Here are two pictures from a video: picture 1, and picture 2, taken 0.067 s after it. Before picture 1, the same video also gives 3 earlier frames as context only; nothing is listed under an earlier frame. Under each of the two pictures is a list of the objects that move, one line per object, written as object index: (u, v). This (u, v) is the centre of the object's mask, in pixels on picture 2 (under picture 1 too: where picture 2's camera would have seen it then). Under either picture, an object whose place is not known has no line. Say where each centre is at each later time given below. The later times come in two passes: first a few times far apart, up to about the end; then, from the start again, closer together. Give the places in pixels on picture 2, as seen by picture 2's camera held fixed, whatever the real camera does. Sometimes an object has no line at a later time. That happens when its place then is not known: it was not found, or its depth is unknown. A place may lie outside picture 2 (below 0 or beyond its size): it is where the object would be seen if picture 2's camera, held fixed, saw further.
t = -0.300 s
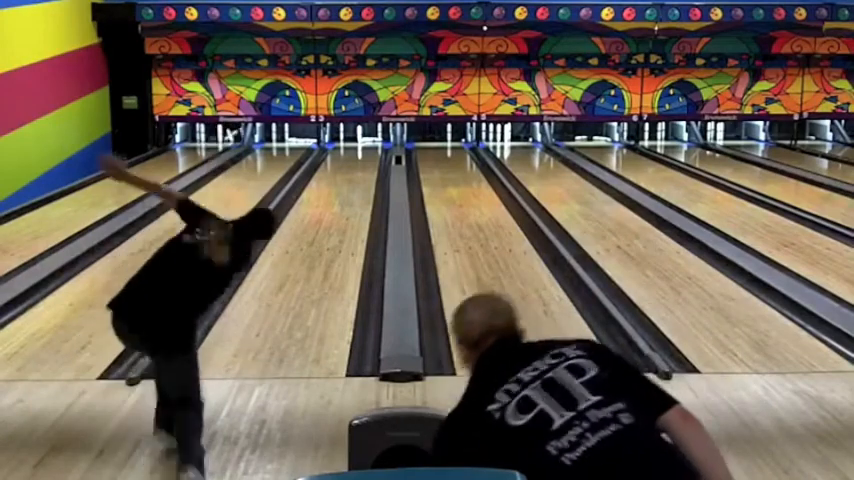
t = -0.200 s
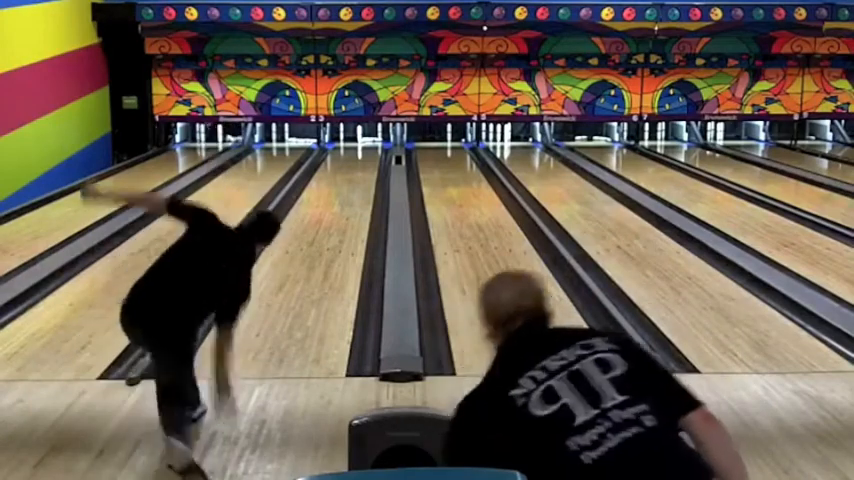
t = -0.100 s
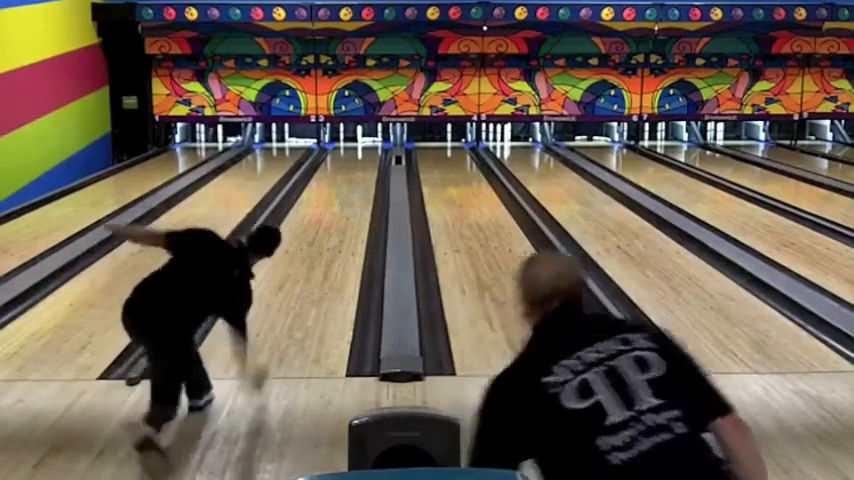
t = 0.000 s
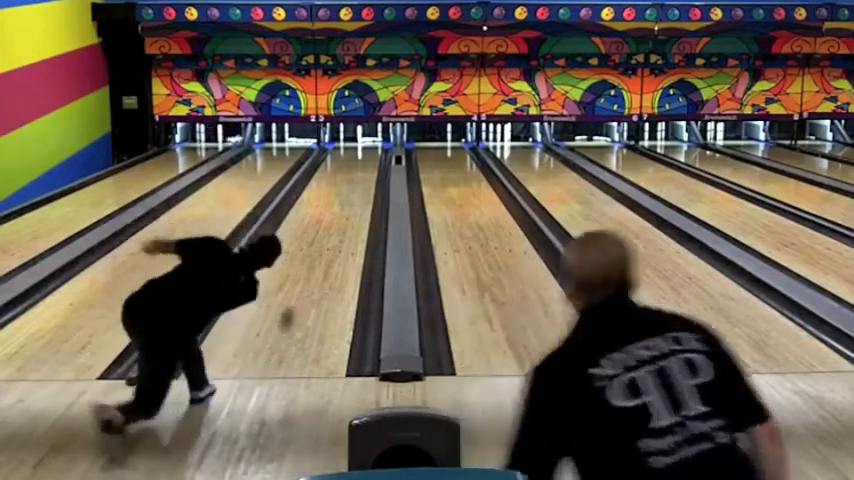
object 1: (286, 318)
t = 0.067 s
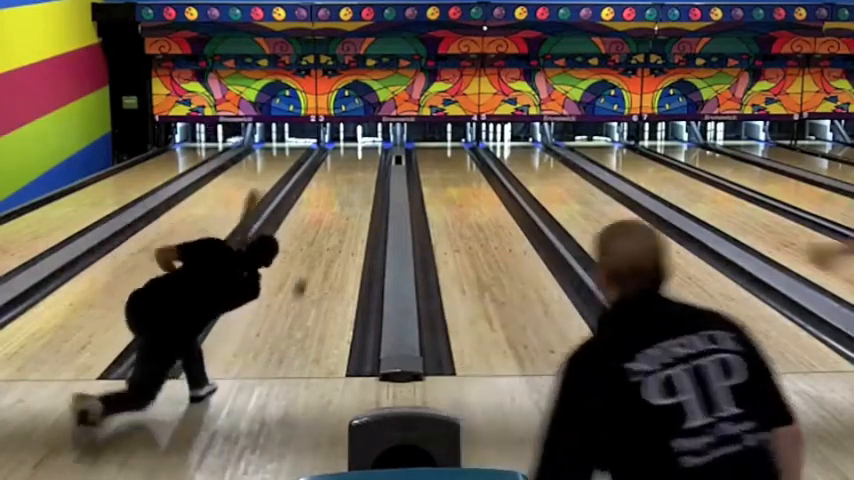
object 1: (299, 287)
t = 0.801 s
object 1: (355, 158)
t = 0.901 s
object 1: (358, 153)
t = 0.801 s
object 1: (355, 158)
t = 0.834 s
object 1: (357, 155)
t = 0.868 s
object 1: (360, 153)
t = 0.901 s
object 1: (358, 153)
